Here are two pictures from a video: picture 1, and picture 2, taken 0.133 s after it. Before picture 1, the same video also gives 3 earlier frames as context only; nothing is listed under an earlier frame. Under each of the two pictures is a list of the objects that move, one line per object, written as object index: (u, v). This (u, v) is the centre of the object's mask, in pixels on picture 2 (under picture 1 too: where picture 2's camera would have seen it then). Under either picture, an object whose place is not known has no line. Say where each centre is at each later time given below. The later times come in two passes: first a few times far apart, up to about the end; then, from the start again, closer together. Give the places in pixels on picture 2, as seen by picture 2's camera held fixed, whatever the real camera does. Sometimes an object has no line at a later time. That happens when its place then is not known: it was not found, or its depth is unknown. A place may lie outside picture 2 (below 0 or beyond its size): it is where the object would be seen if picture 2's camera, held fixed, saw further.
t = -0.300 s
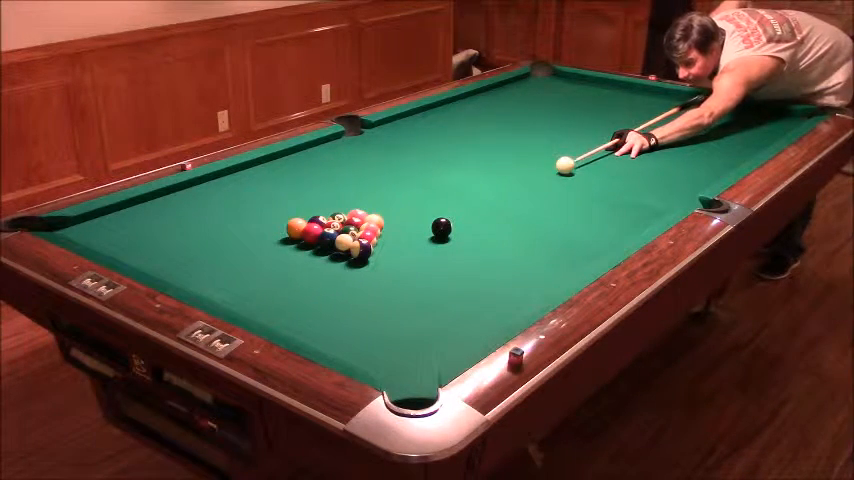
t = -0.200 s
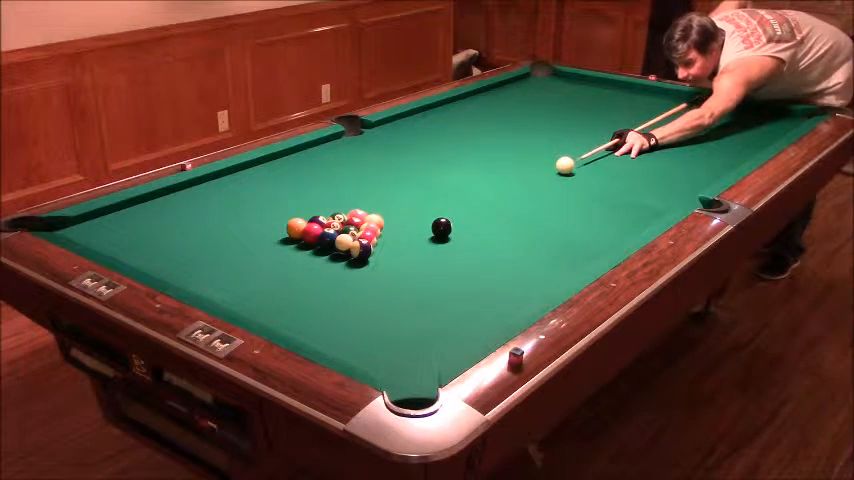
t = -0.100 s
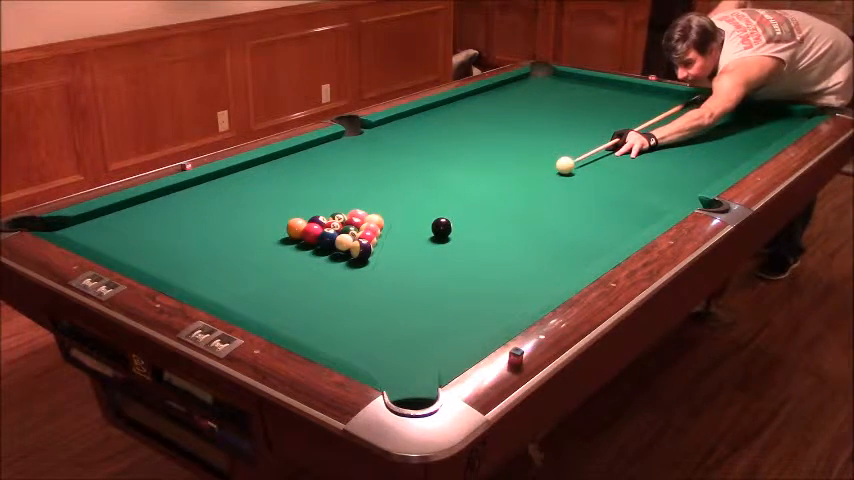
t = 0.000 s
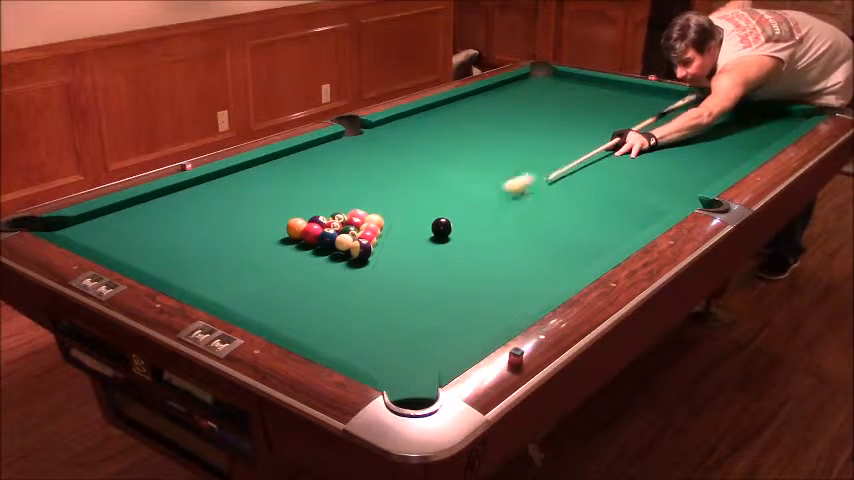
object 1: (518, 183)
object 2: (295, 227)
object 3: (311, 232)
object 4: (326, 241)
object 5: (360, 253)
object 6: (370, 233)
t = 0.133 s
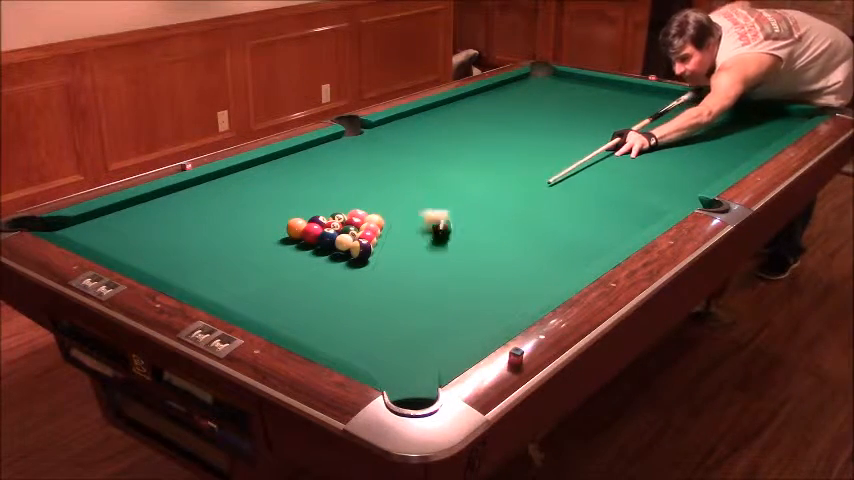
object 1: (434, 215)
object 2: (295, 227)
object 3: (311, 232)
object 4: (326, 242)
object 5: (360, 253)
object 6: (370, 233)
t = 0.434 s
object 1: (344, 200)
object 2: (287, 224)
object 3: (297, 236)
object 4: (314, 245)
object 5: (355, 264)
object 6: (372, 241)
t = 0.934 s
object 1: (260, 168)
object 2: (275, 222)
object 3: (265, 242)
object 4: (287, 256)
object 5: (344, 287)
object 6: (380, 242)
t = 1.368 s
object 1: (301, 167)
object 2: (268, 220)
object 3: (245, 246)
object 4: (268, 264)
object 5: (336, 307)
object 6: (380, 243)
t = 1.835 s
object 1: (360, 167)
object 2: (266, 220)
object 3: (231, 248)
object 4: (254, 270)
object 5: (330, 326)
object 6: (380, 243)
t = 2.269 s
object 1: (409, 168)
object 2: (266, 220)
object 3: (225, 250)
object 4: (245, 273)
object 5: (326, 339)
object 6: (380, 243)
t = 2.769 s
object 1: (460, 168)
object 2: (267, 220)
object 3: (226, 249)
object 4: (242, 274)
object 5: (334, 342)
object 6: (380, 243)
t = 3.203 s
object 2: (267, 220)
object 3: (226, 249)
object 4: (242, 274)
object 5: (340, 343)
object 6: (380, 243)
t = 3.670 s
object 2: (267, 220)
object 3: (226, 249)
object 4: (242, 274)
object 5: (340, 343)
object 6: (380, 243)
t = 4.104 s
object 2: (267, 220)
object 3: (226, 249)
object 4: (242, 274)
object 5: (340, 343)
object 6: (380, 243)
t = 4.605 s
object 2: (267, 220)
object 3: (226, 249)
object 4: (242, 274)
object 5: (340, 343)
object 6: (380, 243)
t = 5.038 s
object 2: (267, 220)
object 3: (226, 249)
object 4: (242, 274)
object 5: (340, 343)
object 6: (380, 243)
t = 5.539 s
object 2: (267, 220)
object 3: (226, 249)
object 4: (242, 274)
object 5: (340, 343)
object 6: (380, 243)
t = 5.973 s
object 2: (267, 220)
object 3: (226, 249)
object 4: (242, 274)
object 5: (340, 343)
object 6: (380, 243)
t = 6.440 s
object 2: (267, 220)
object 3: (226, 249)
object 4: (242, 274)
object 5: (340, 343)
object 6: (380, 243)
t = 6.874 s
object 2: (267, 220)
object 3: (226, 249)
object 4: (242, 274)
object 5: (340, 343)
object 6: (380, 244)
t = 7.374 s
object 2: (267, 220)
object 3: (226, 249)
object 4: (242, 274)
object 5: (340, 343)
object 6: (380, 243)
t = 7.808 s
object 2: (267, 220)
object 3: (226, 249)
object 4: (242, 274)
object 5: (340, 343)
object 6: (380, 243)
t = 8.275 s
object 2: (266, 219)
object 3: (226, 249)
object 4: (242, 274)
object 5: (340, 343)
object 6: (380, 243)
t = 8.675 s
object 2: (267, 219)
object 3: (226, 249)
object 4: (242, 274)
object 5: (340, 343)
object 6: (380, 244)
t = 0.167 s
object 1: (417, 216)
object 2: (295, 227)
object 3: (311, 232)
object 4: (326, 242)
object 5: (360, 253)
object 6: (370, 233)
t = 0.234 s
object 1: (388, 214)
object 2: (295, 227)
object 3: (311, 233)
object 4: (326, 241)
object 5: (360, 254)
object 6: (371, 233)
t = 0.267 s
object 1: (379, 210)
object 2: (294, 227)
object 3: (308, 233)
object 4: (324, 241)
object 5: (358, 256)
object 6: (372, 234)
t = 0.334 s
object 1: (364, 205)
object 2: (291, 225)
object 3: (304, 235)
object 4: (320, 243)
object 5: (357, 259)
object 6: (374, 236)
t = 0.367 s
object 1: (357, 202)
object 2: (290, 225)
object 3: (302, 235)
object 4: (319, 243)
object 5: (356, 261)
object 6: (375, 236)
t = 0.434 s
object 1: (344, 200)
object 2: (287, 224)
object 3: (297, 236)
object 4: (314, 245)
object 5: (355, 264)
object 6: (372, 241)
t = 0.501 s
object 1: (332, 196)
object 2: (286, 223)
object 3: (292, 236)
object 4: (312, 246)
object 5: (353, 268)
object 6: (373, 241)
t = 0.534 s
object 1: (326, 194)
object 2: (284, 222)
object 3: (290, 236)
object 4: (310, 247)
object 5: (352, 269)
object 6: (374, 241)
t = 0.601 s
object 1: (314, 189)
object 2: (283, 223)
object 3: (285, 238)
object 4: (304, 248)
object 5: (351, 272)
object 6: (375, 242)
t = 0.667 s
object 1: (303, 185)
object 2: (282, 222)
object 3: (281, 239)
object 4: (301, 250)
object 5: (349, 275)
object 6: (376, 242)
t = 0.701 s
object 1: (297, 182)
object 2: (281, 222)
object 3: (278, 239)
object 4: (299, 251)
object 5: (349, 277)
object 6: (377, 242)
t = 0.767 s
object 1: (286, 178)
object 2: (279, 222)
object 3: (274, 240)
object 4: (295, 253)
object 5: (347, 279)
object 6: (378, 242)
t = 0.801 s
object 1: (281, 176)
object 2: (279, 222)
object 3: (273, 241)
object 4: (294, 253)
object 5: (347, 279)
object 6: (378, 242)
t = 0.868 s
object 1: (271, 172)
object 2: (277, 222)
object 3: (269, 241)
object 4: (290, 255)
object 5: (345, 283)
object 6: (379, 242)
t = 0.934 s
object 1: (260, 168)
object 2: (275, 222)
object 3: (265, 242)
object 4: (287, 256)
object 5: (344, 287)
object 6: (380, 242)
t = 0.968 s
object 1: (255, 167)
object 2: (274, 222)
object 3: (264, 242)
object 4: (285, 257)
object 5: (343, 289)
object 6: (380, 242)
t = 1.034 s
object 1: (253, 164)
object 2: (273, 222)
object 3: (261, 242)
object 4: (282, 258)
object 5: (342, 292)
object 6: (380, 243)
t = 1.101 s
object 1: (265, 166)
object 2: (271, 222)
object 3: (257, 244)
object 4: (279, 259)
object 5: (341, 295)
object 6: (380, 243)
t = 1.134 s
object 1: (270, 166)
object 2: (271, 222)
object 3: (256, 244)
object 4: (278, 259)
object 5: (340, 296)
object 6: (380, 243)
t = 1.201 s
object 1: (279, 166)
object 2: (270, 221)
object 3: (253, 244)
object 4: (275, 260)
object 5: (339, 299)
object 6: (380, 243)
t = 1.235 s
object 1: (283, 166)
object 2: (269, 221)
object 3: (251, 245)
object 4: (273, 261)
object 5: (338, 301)
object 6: (380, 243)
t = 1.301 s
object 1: (293, 166)
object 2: (268, 220)
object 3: (248, 245)
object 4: (271, 263)
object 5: (337, 304)
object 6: (380, 243)
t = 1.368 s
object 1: (301, 167)
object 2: (268, 220)
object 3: (245, 246)
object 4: (268, 264)
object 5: (336, 307)
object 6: (380, 243)
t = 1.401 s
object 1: (306, 167)
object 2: (267, 220)
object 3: (244, 246)
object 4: (267, 264)
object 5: (335, 308)
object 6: (380, 243)
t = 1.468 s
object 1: (314, 167)
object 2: (267, 220)
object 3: (241, 246)
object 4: (264, 265)
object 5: (334, 311)
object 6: (380, 243)
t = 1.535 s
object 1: (323, 167)
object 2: (266, 220)
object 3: (239, 247)
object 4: (262, 266)
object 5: (333, 313)
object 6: (380, 243)
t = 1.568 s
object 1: (327, 167)
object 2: (266, 220)
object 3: (238, 247)
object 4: (261, 267)
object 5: (333, 315)
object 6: (380, 243)
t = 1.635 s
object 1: (335, 167)
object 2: (266, 220)
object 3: (236, 247)
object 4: (259, 268)
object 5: (332, 318)
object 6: (380, 243)
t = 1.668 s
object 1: (340, 167)
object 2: (266, 220)
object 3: (235, 247)
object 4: (258, 268)
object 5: (331, 319)
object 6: (380, 243)
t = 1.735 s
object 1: (348, 167)
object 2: (266, 220)
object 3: (233, 248)
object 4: (256, 269)
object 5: (331, 321)
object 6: (380, 243)
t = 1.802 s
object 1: (356, 167)
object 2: (266, 220)
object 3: (232, 248)
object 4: (255, 270)
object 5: (330, 324)
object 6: (380, 243)
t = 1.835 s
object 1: (360, 167)
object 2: (266, 220)
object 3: (231, 248)
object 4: (254, 270)
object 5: (330, 326)
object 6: (380, 243)
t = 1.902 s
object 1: (368, 167)
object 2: (266, 220)
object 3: (230, 249)
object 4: (252, 271)
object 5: (329, 328)
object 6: (380, 243)
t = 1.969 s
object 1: (376, 168)
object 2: (266, 220)
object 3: (228, 249)
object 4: (250, 271)
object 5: (328, 330)
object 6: (380, 243)
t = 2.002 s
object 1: (379, 168)
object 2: (266, 220)
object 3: (228, 249)
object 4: (250, 271)
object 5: (328, 331)
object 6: (380, 243)
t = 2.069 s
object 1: (387, 168)
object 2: (266, 220)
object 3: (227, 249)
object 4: (248, 271)
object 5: (327, 333)
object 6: (380, 243)
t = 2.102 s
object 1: (391, 168)
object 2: (266, 220)
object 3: (227, 249)
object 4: (248, 272)
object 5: (327, 334)
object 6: (380, 243)
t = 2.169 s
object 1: (398, 168)
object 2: (266, 220)
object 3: (226, 250)
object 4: (247, 272)
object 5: (327, 336)
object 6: (380, 243)
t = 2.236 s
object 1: (406, 168)
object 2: (266, 220)
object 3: (225, 250)
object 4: (245, 272)
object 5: (327, 338)
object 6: (380, 243)
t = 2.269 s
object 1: (409, 168)
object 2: (266, 220)
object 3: (225, 250)
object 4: (245, 273)
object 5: (326, 339)
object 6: (380, 243)
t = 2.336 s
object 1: (416, 168)
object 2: (266, 220)
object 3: (225, 250)
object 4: (244, 273)
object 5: (326, 340)
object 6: (380, 243)
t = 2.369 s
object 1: (420, 168)
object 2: (266, 220)
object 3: (225, 250)
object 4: (243, 273)
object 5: (326, 340)
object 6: (380, 243)
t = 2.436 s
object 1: (427, 168)
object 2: (267, 220)
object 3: (225, 250)
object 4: (243, 273)
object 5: (326, 341)
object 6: (380, 243)
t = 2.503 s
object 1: (434, 168)
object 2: (267, 220)
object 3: (225, 249)
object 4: (242, 273)
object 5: (328, 342)
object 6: (380, 243)
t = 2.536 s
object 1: (437, 168)
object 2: (267, 220)
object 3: (225, 250)
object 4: (242, 274)
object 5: (329, 341)
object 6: (380, 243)
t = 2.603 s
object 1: (444, 168)
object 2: (267, 220)
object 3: (225, 250)
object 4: (242, 274)
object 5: (331, 342)
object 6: (380, 243)
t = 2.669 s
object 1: (451, 168)
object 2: (267, 220)
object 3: (226, 249)
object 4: (242, 274)
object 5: (333, 342)
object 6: (380, 243)
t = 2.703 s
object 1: (454, 168)
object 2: (267, 220)
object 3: (226, 249)
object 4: (242, 274)
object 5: (333, 342)
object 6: (380, 243)
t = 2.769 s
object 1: (460, 168)
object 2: (267, 220)
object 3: (226, 249)
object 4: (242, 274)
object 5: (334, 342)
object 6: (380, 243)
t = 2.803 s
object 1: (464, 168)
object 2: (267, 220)
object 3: (226, 249)
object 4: (242, 274)
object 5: (335, 342)
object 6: (380, 243)
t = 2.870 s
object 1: (470, 169)
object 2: (267, 220)
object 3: (226, 249)
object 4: (242, 274)
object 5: (336, 343)
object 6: (380, 243)
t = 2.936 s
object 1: (476, 169)
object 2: (267, 220)
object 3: (226, 249)
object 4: (242, 274)
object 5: (337, 342)
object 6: (380, 243)
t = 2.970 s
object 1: (479, 169)
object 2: (267, 220)
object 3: (226, 249)
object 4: (242, 274)
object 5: (338, 343)
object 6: (380, 243)
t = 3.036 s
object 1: (486, 169)
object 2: (267, 220)
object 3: (226, 249)
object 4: (242, 274)
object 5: (338, 343)
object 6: (380, 243)
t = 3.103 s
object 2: (267, 220)
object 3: (226, 249)
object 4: (242, 274)
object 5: (339, 343)
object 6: (380, 243)
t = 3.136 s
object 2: (267, 220)
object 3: (226, 249)
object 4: (242, 274)
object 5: (339, 343)
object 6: (380, 243)
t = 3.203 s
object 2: (267, 220)
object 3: (226, 249)
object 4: (242, 274)
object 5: (340, 343)
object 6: (380, 243)
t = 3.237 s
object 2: (267, 220)
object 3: (226, 249)
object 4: (242, 274)
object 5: (340, 343)
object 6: (380, 243)
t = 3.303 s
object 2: (267, 220)
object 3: (226, 249)
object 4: (242, 274)
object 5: (340, 343)
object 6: (380, 243)
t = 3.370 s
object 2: (267, 220)
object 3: (226, 249)
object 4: (242, 274)
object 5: (340, 343)
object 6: (380, 243)
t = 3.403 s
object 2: (267, 220)
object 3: (226, 249)
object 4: (242, 274)
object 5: (340, 343)
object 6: (380, 243)
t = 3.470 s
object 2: (267, 220)
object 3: (226, 249)
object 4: (242, 274)
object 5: (340, 343)
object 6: (380, 243)
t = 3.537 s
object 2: (267, 220)
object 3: (226, 249)
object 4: (242, 274)
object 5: (340, 343)
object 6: (380, 243)
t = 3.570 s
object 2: (267, 220)
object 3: (226, 249)
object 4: (242, 274)
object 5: (340, 343)
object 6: (380, 243)
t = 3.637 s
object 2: (267, 220)
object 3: (226, 249)
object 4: (242, 274)
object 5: (340, 343)
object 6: (380, 243)
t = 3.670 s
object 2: (267, 220)
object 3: (226, 249)
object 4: (242, 274)
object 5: (340, 343)
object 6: (380, 243)
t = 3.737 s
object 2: (267, 220)
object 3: (226, 249)
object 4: (242, 274)
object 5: (340, 343)
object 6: (380, 243)
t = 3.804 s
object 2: (267, 220)
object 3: (226, 249)
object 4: (242, 274)
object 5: (340, 343)
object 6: (380, 243)
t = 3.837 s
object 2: (267, 220)
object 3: (226, 250)
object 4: (242, 274)
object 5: (340, 343)
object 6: (380, 243)
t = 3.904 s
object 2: (267, 220)
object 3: (226, 249)
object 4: (242, 274)
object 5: (340, 343)
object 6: (380, 243)
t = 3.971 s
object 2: (267, 220)
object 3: (226, 249)
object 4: (242, 274)
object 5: (340, 343)
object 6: (380, 243)
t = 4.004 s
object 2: (267, 220)
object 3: (226, 250)
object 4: (242, 274)
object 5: (340, 343)
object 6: (380, 243)
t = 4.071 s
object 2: (267, 220)
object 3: (226, 250)
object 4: (242, 274)
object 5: (340, 343)
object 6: (380, 243)
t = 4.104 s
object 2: (267, 220)
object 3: (226, 249)
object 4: (242, 274)
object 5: (340, 343)
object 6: (380, 243)
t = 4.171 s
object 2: (267, 220)
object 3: (226, 249)
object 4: (242, 274)
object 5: (340, 343)
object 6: (380, 243)
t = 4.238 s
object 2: (267, 220)
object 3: (226, 249)
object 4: (242, 274)
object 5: (340, 343)
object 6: (380, 243)
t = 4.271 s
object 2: (267, 220)
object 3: (226, 250)
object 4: (242, 274)
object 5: (340, 343)
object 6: (380, 243)
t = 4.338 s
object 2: (267, 220)
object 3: (226, 249)
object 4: (242, 274)
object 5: (340, 343)
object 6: (380, 243)
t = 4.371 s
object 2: (267, 220)
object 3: (226, 249)
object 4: (242, 274)
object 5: (340, 343)
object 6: (380, 243)
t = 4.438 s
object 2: (267, 220)
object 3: (226, 249)
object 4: (242, 274)
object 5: (340, 343)
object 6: (380, 243)
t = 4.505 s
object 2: (267, 220)
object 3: (226, 249)
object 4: (242, 274)
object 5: (340, 343)
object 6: (380, 243)
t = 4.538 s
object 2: (267, 220)
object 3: (226, 249)
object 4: (242, 274)
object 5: (340, 343)
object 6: (380, 243)
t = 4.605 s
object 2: (267, 220)
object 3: (226, 249)
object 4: (242, 274)
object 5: (340, 343)
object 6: (380, 243)
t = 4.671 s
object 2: (267, 220)
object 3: (226, 249)
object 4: (242, 274)
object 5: (340, 343)
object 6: (380, 243)
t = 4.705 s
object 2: (267, 220)
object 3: (226, 249)
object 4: (242, 274)
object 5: (340, 343)
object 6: (380, 243)
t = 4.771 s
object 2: (267, 220)
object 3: (226, 249)
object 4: (242, 274)
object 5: (340, 343)
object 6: (380, 243)
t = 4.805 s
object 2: (267, 220)
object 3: (226, 249)
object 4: (242, 274)
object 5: (340, 343)
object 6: (380, 243)
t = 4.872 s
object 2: (267, 220)
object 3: (226, 249)
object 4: (242, 274)
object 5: (340, 343)
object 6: (380, 243)
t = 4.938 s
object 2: (267, 220)
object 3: (226, 249)
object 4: (242, 274)
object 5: (340, 343)
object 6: (380, 243)
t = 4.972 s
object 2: (267, 220)
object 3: (226, 249)
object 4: (242, 274)
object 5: (340, 343)
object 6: (380, 243)
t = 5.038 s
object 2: (267, 220)
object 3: (226, 249)
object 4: (242, 274)
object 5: (340, 343)
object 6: (380, 243)
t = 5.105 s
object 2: (267, 220)
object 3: (226, 249)
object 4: (242, 274)
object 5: (340, 343)
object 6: (380, 243)
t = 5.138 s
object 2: (267, 220)
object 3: (226, 249)
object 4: (242, 274)
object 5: (340, 343)
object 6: (380, 243)
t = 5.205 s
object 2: (267, 220)
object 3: (226, 249)
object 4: (242, 274)
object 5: (340, 343)
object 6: (380, 243)
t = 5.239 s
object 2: (267, 220)
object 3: (226, 249)
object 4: (242, 274)
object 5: (340, 343)
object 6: (380, 243)
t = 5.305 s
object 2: (267, 220)
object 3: (226, 249)
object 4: (242, 274)
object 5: (340, 343)
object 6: (380, 243)
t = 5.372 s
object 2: (267, 220)
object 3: (226, 249)
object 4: (242, 274)
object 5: (340, 343)
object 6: (380, 243)
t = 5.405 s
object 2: (267, 220)
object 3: (226, 249)
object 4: (242, 274)
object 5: (340, 343)
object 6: (380, 243)
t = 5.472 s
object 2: (267, 220)
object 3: (226, 249)
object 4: (242, 274)
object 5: (340, 343)
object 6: (380, 243)
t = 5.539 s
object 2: (267, 220)
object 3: (226, 249)
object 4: (242, 274)
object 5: (340, 343)
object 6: (380, 243)
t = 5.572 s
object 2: (267, 220)
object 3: (226, 249)
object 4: (242, 274)
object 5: (340, 343)
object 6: (380, 244)
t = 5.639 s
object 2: (267, 220)
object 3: (226, 249)
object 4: (242, 274)
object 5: (340, 343)
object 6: (380, 243)
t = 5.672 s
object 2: (267, 220)
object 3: (226, 249)
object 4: (242, 274)
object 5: (340, 343)
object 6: (380, 244)
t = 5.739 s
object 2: (267, 220)
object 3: (226, 249)
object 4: (242, 274)
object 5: (340, 343)
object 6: (380, 243)
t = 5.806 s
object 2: (267, 220)
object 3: (226, 249)
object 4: (242, 274)
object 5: (340, 343)
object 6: (380, 243)
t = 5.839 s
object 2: (267, 220)
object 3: (226, 249)
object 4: (242, 274)
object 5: (340, 343)
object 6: (380, 243)
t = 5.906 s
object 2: (267, 220)
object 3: (226, 250)
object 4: (242, 274)
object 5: (340, 343)
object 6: (380, 243)
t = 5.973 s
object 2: (267, 220)
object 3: (226, 249)
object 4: (242, 274)
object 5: (340, 343)
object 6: (380, 243)
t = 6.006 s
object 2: (267, 220)
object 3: (226, 249)
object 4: (242, 274)
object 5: (340, 343)
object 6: (380, 243)
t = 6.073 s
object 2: (267, 220)
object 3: (226, 249)
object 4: (242, 274)
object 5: (340, 343)
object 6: (380, 243)
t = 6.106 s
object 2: (267, 220)
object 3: (226, 249)
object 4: (242, 274)
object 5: (340, 343)
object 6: (380, 243)
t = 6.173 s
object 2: (267, 220)
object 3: (226, 250)
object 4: (242, 274)
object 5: (340, 343)
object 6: (380, 243)
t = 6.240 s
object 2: (267, 220)
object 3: (226, 249)
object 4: (242, 274)
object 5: (340, 343)
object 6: (380, 243)
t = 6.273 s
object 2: (267, 220)
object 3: (226, 249)
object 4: (242, 274)
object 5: (340, 343)
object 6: (380, 243)
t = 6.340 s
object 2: (267, 220)
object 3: (226, 249)
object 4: (242, 274)
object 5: (340, 343)
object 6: (380, 243)
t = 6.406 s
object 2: (267, 220)
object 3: (226, 249)
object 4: (242, 274)
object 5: (340, 343)
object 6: (380, 243)
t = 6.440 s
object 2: (267, 220)
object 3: (226, 249)
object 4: (242, 274)
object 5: (340, 343)
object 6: (380, 243)
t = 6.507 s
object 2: (267, 220)
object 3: (226, 249)
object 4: (242, 274)
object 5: (340, 343)
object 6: (380, 243)
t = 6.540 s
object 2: (267, 220)
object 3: (226, 249)
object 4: (242, 274)
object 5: (340, 343)
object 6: (380, 243)
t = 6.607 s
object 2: (267, 220)
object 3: (226, 249)
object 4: (242, 274)
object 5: (340, 343)
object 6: (380, 244)
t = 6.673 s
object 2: (267, 220)
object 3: (226, 249)
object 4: (242, 274)
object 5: (340, 343)
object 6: (380, 244)
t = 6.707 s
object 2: (267, 220)
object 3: (226, 249)
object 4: (242, 274)
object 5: (340, 343)
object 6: (380, 244)
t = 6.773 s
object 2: (267, 220)
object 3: (226, 249)
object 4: (242, 274)
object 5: (340, 343)
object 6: (380, 244)
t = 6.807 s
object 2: (267, 220)
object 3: (226, 249)
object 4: (242, 274)
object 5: (340, 343)
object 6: (380, 244)
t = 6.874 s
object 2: (267, 220)
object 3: (226, 249)
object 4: (242, 274)
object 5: (340, 343)
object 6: (380, 244)
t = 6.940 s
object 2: (267, 220)
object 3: (226, 249)
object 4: (242, 274)
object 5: (340, 343)
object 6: (380, 244)
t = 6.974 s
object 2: (267, 220)
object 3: (226, 249)
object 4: (242, 274)
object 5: (340, 343)
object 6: (380, 244)
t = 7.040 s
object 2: (267, 220)
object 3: (226, 249)
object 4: (242, 274)
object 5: (340, 343)
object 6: (380, 244)
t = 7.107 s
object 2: (267, 220)
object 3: (226, 250)
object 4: (242, 274)
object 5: (340, 343)
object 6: (380, 244)
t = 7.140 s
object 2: (267, 220)
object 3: (226, 249)
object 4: (242, 274)
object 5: (340, 343)
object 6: (380, 244)
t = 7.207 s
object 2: (267, 220)
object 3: (226, 249)
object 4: (242, 274)
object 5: (340, 343)
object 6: (380, 244)
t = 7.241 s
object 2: (267, 220)
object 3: (226, 249)
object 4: (242, 274)
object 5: (340, 343)
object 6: (380, 244)
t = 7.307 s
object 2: (267, 220)
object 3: (226, 249)
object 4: (242, 274)
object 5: (340, 343)
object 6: (380, 244)
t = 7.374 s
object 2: (267, 220)
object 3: (226, 249)
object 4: (242, 274)
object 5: (340, 343)
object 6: (380, 243)
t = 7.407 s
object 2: (267, 220)
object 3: (226, 249)
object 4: (242, 274)
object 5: (340, 343)
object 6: (380, 243)
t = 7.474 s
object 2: (267, 220)
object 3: (226, 249)
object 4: (242, 274)
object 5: (340, 343)
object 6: (380, 243)
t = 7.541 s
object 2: (267, 220)
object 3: (226, 249)
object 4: (242, 274)
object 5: (340, 343)
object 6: (380, 243)
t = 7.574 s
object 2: (267, 220)
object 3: (226, 249)
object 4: (242, 274)
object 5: (340, 343)
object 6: (380, 243)
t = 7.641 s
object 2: (267, 220)
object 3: (226, 249)
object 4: (242, 274)
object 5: (340, 343)
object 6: (380, 243)
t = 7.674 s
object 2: (267, 220)
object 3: (226, 249)
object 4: (242, 274)
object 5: (340, 343)
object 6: (380, 243)
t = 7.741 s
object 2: (267, 220)
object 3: (226, 249)
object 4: (242, 274)
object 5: (340, 343)
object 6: (380, 243)
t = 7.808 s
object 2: (267, 220)
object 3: (226, 249)
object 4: (242, 274)
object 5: (340, 343)
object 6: (380, 243)
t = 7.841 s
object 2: (267, 220)
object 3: (226, 249)
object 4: (242, 274)
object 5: (340, 343)
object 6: (380, 243)
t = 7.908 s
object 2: (267, 220)
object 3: (226, 249)
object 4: (242, 274)
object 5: (340, 343)
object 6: (380, 243)
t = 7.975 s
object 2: (267, 220)
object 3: (226, 249)
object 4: (242, 274)
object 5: (340, 343)
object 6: (380, 243)
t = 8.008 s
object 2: (267, 220)
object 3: (226, 249)
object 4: (242, 274)
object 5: (340, 343)
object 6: (380, 243)
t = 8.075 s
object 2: (267, 220)
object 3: (226, 249)
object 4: (242, 274)
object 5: (340, 343)
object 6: (380, 243)
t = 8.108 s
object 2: (267, 220)
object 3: (226, 249)
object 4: (242, 274)
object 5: (340, 343)
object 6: (380, 243)
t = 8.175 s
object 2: (266, 219)
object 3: (226, 249)
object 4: (242, 274)
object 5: (340, 343)
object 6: (380, 243)
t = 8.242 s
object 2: (266, 219)
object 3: (226, 249)
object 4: (242, 274)
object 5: (340, 343)
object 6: (380, 243)
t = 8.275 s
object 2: (266, 219)
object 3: (226, 249)
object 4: (242, 274)
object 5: (340, 343)
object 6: (380, 243)
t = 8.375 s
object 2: (266, 219)
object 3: (226, 249)
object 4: (242, 274)
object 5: (340, 343)
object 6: (380, 243)
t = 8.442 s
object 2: (267, 220)
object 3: (226, 249)
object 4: (242, 274)
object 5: (340, 343)
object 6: (380, 243)
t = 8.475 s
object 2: (267, 220)
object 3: (226, 249)
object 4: (242, 274)
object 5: (340, 343)
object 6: (380, 244)
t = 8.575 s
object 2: (267, 219)
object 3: (226, 249)
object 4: (242, 274)
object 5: (340, 343)
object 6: (380, 244)
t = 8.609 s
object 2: (267, 219)
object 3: (226, 249)
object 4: (242, 274)
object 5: (340, 343)
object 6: (380, 244)
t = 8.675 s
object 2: (267, 219)
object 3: (226, 249)
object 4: (242, 274)
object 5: (340, 343)
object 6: (380, 244)
